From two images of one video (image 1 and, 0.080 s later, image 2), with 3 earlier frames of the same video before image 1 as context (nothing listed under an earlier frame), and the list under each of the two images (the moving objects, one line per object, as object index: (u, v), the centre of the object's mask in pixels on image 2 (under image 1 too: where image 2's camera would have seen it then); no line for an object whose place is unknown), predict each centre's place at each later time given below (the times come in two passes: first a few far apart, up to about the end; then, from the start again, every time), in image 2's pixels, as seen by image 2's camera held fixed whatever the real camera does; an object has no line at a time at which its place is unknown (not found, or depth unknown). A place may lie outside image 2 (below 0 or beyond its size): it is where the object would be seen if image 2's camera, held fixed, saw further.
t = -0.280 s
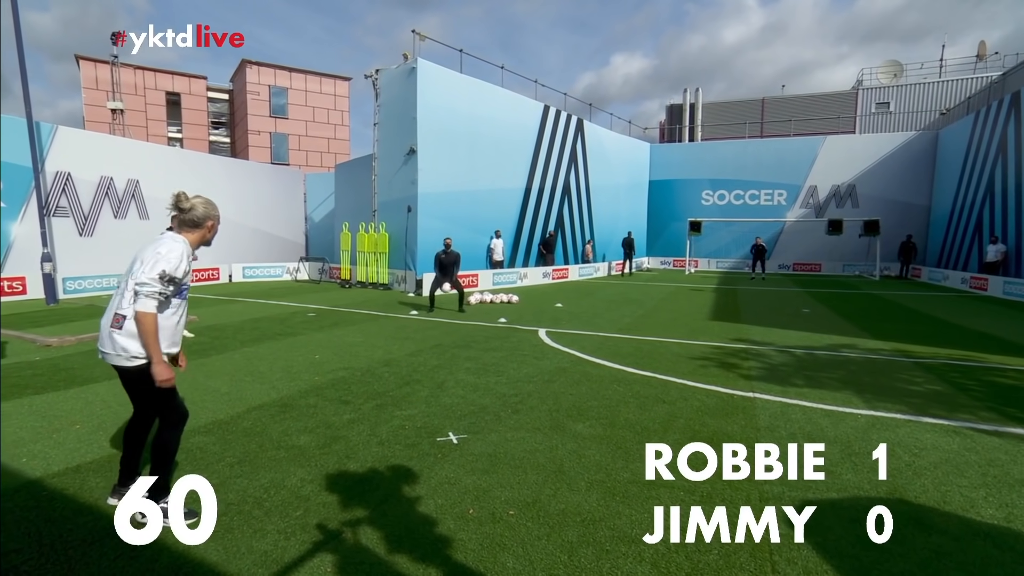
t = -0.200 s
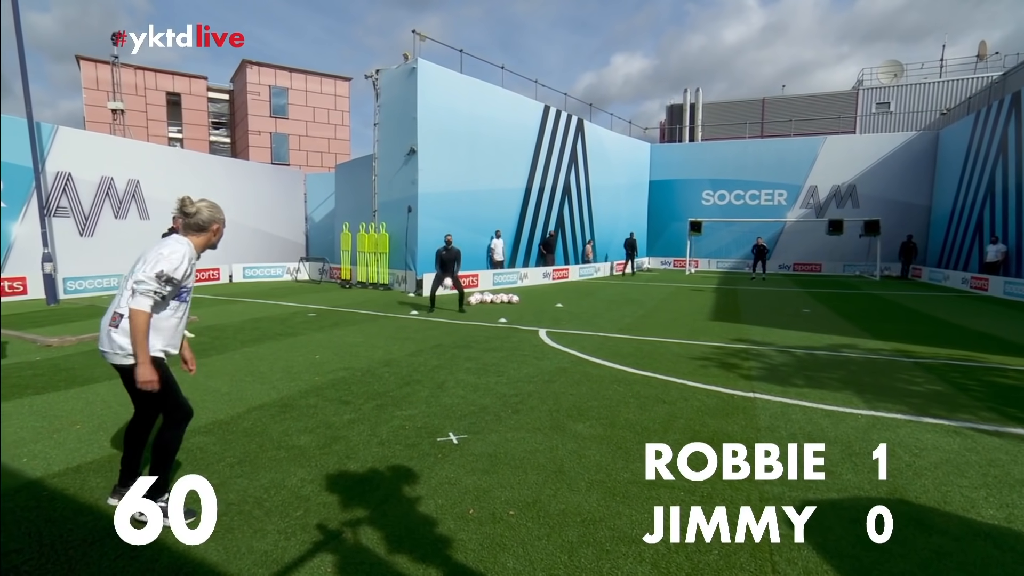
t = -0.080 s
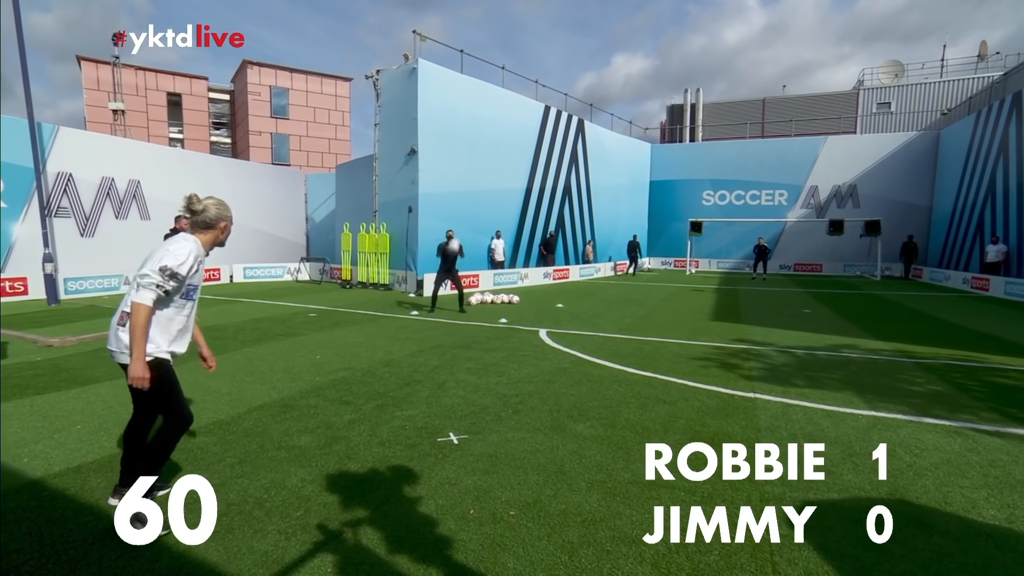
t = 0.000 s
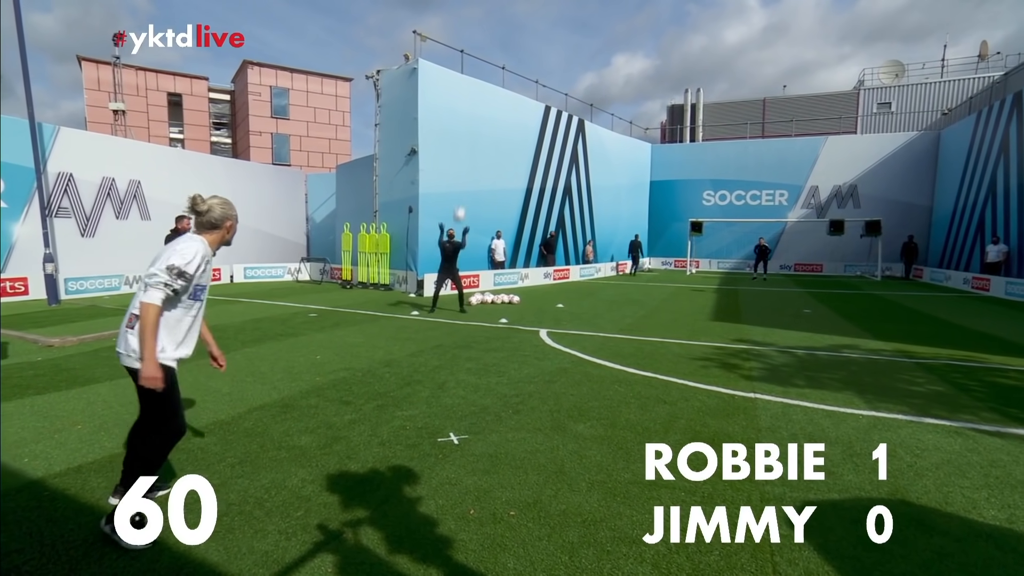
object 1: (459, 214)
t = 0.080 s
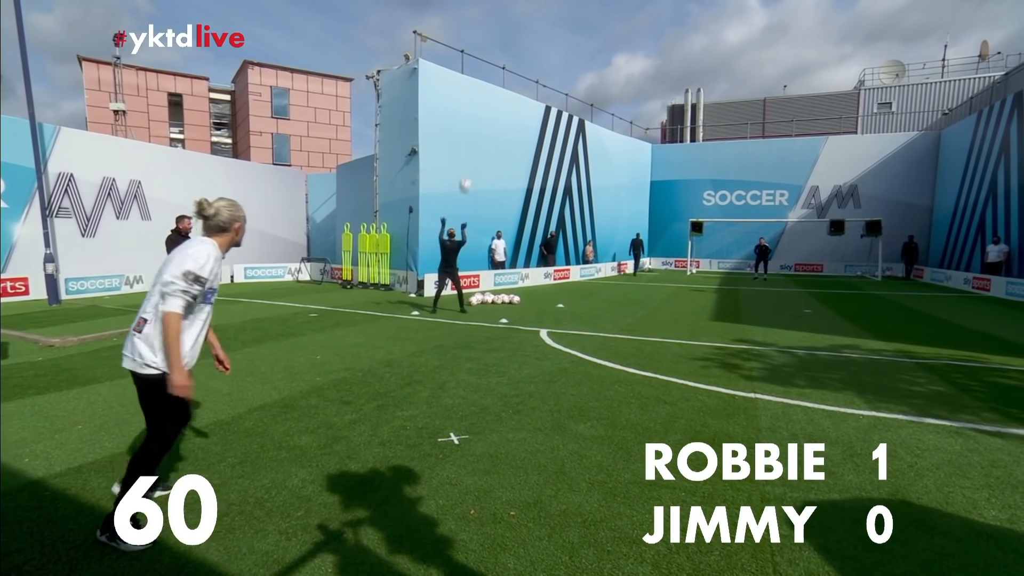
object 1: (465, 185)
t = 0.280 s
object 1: (480, 117)
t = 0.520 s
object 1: (503, 56)
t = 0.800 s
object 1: (537, 23)
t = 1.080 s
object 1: (579, 51)
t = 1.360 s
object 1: (635, 180)
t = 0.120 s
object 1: (468, 170)
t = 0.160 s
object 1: (470, 157)
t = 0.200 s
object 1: (473, 143)
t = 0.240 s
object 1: (477, 130)
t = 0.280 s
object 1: (480, 117)
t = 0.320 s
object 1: (484, 105)
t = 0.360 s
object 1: (488, 94)
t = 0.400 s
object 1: (491, 83)
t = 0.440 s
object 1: (495, 73)
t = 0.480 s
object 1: (500, 64)
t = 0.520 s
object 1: (503, 56)
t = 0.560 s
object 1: (508, 48)
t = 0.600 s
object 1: (512, 41)
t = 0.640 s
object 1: (517, 35)
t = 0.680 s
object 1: (521, 31)
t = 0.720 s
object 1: (527, 27)
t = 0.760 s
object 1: (532, 24)
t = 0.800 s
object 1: (537, 23)
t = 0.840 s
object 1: (542, 22)
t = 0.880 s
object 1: (548, 23)
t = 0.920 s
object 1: (553, 25)
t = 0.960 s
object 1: (559, 29)
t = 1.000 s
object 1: (566, 35)
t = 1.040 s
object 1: (572, 42)
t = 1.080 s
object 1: (579, 51)
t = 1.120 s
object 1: (586, 62)
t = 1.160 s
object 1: (594, 75)
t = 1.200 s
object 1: (601, 90)
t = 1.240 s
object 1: (610, 108)
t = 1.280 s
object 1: (618, 128)
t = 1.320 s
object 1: (626, 154)
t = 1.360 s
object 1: (635, 180)
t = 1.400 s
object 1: (645, 208)
